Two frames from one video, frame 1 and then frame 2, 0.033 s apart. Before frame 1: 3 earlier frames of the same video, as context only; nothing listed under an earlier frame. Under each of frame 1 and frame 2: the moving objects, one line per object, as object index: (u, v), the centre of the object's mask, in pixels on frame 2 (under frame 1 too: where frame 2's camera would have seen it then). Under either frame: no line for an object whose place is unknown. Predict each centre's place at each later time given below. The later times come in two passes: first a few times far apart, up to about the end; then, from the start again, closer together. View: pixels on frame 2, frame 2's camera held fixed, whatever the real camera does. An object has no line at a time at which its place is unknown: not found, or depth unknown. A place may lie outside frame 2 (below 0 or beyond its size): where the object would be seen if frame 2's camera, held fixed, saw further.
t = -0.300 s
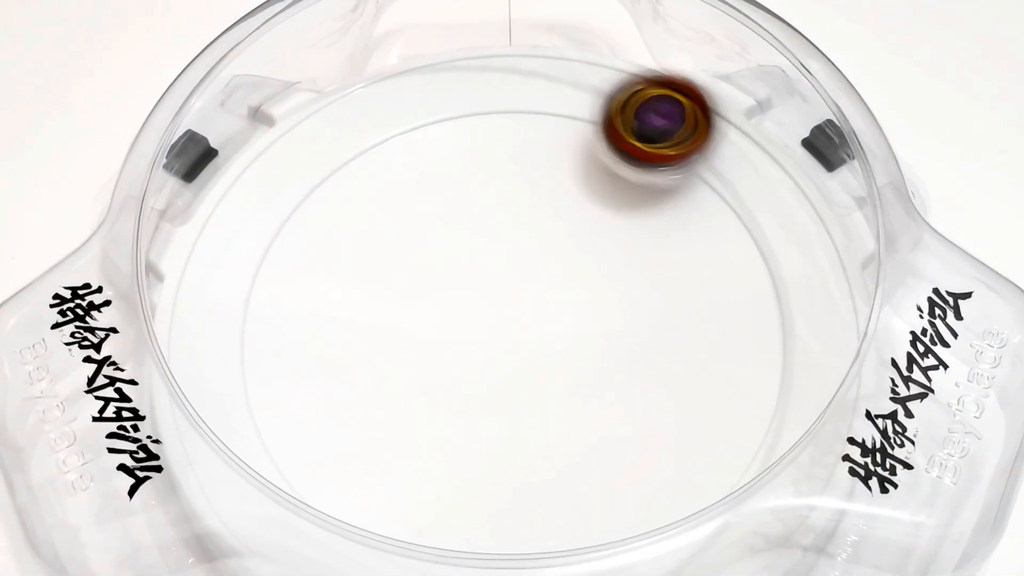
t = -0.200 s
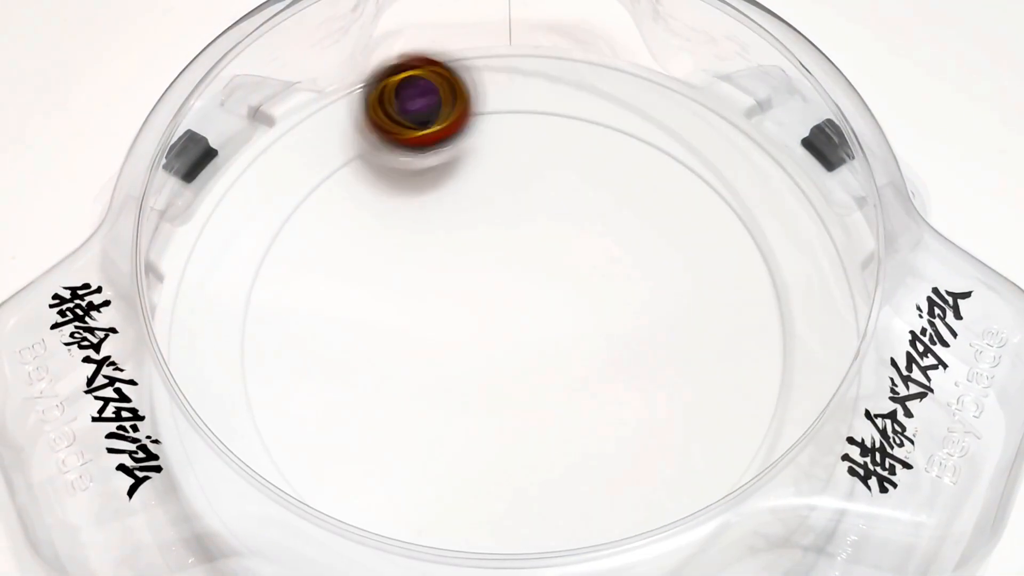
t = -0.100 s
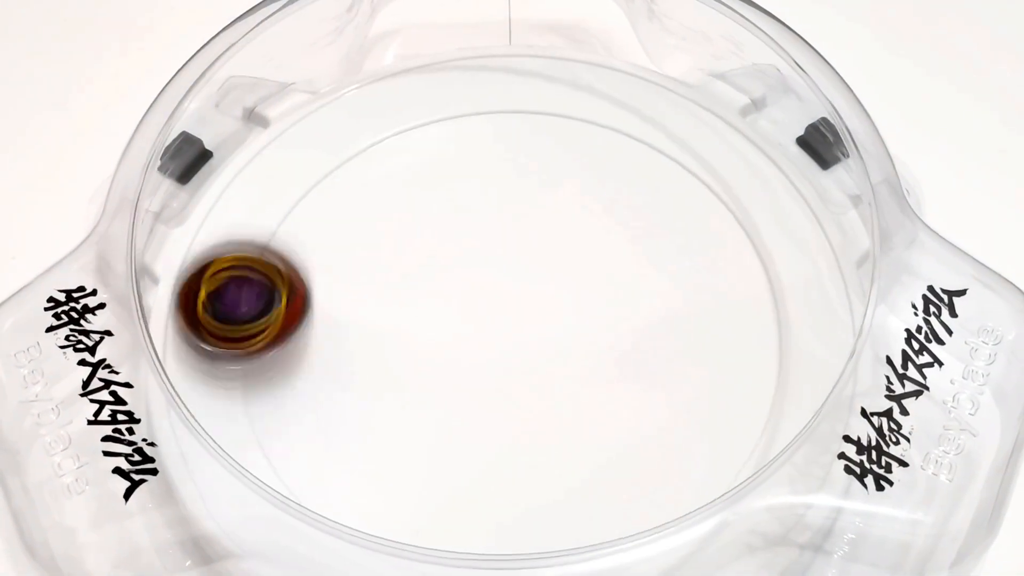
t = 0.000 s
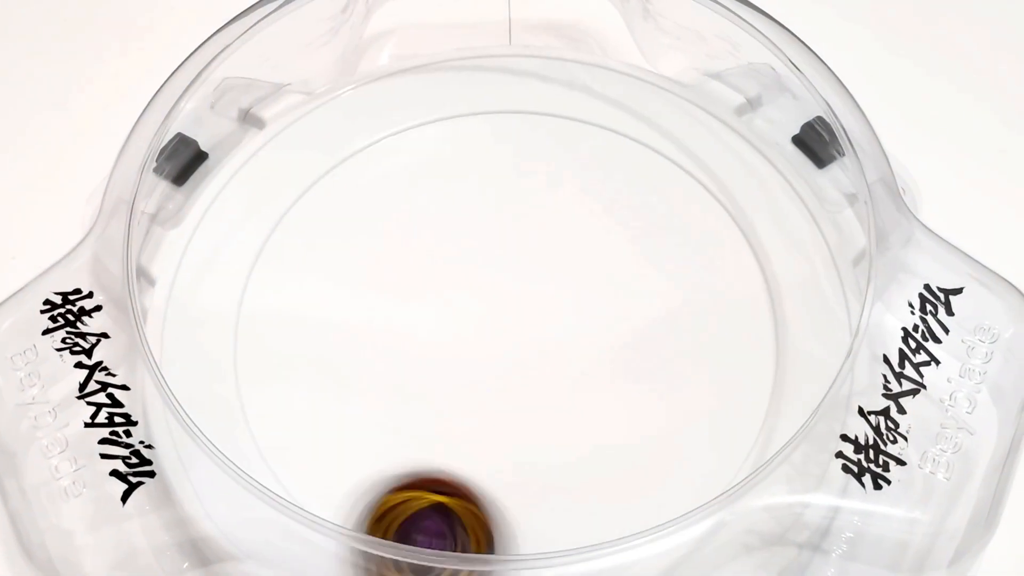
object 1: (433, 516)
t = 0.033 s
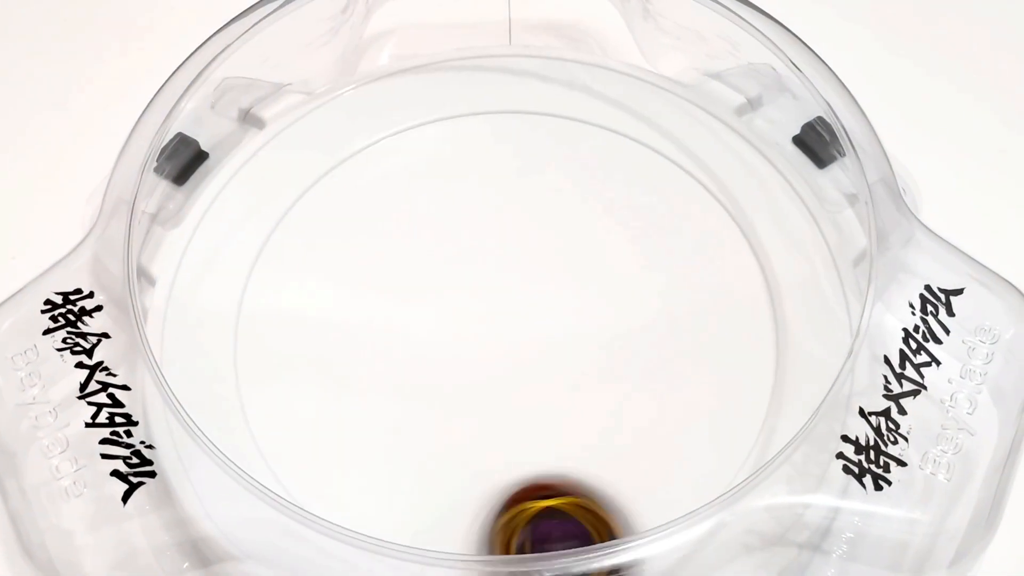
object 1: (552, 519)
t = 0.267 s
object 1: (498, 67)
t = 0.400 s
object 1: (369, 274)
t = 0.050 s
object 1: (606, 507)
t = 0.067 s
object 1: (661, 483)
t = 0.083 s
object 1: (706, 453)
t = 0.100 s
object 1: (743, 414)
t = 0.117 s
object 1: (768, 370)
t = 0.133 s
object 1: (777, 320)
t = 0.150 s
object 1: (772, 271)
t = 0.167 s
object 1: (755, 225)
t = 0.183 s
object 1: (727, 184)
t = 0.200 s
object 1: (691, 149)
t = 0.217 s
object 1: (648, 121)
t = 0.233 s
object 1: (598, 98)
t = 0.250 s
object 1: (549, 81)
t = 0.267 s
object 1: (498, 67)
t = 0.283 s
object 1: (450, 55)
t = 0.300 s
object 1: (401, 45)
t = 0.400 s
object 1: (369, 274)
